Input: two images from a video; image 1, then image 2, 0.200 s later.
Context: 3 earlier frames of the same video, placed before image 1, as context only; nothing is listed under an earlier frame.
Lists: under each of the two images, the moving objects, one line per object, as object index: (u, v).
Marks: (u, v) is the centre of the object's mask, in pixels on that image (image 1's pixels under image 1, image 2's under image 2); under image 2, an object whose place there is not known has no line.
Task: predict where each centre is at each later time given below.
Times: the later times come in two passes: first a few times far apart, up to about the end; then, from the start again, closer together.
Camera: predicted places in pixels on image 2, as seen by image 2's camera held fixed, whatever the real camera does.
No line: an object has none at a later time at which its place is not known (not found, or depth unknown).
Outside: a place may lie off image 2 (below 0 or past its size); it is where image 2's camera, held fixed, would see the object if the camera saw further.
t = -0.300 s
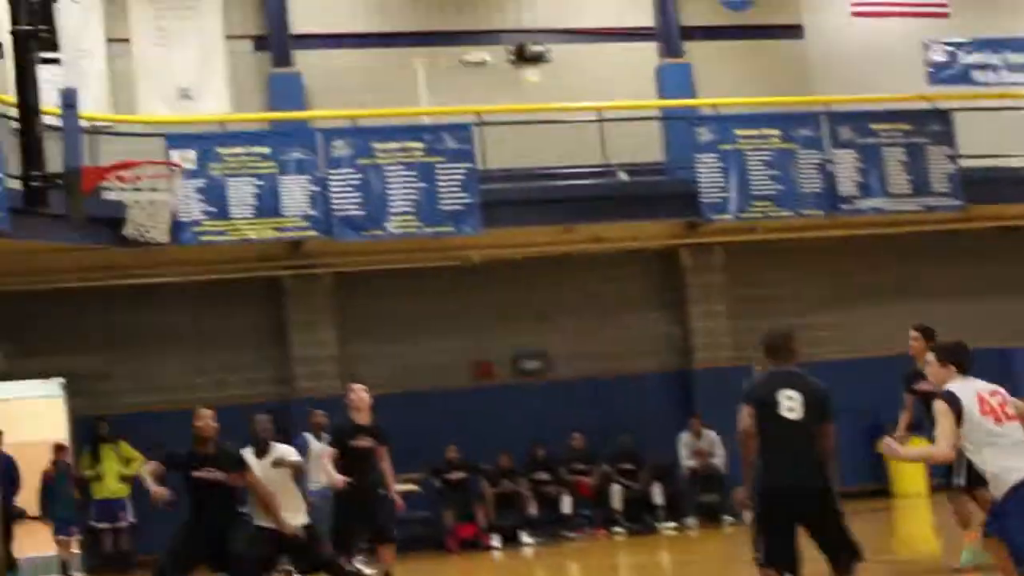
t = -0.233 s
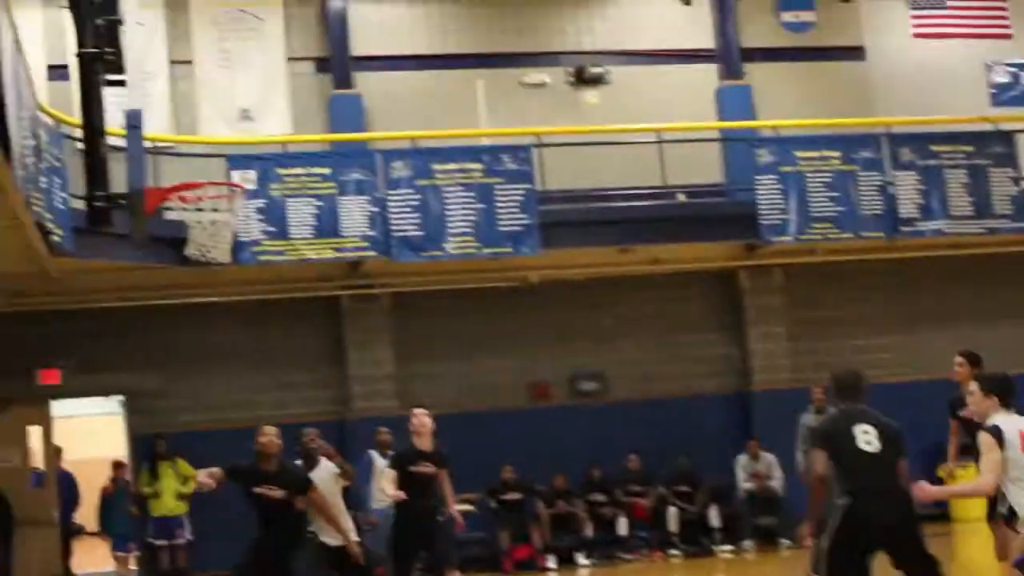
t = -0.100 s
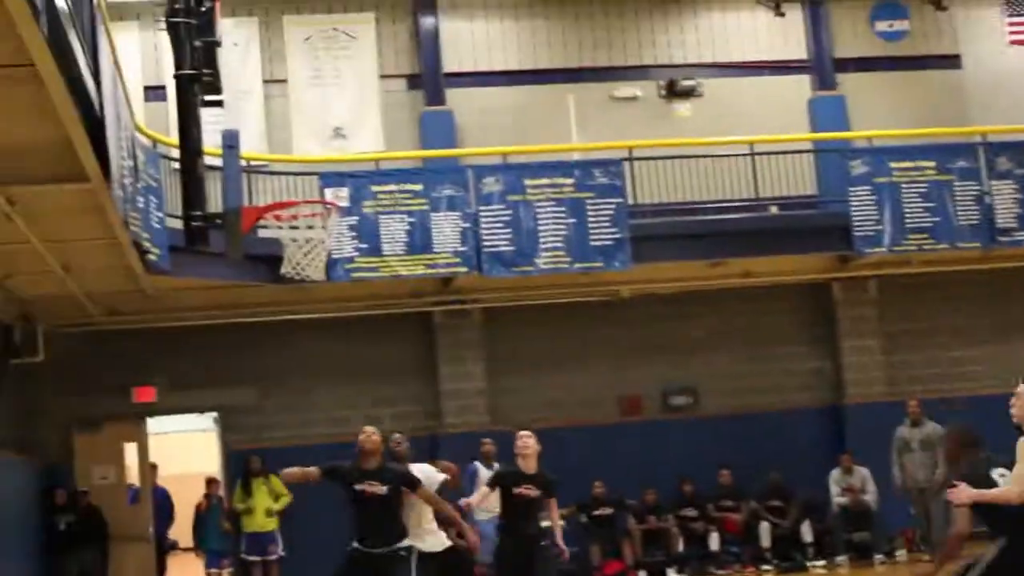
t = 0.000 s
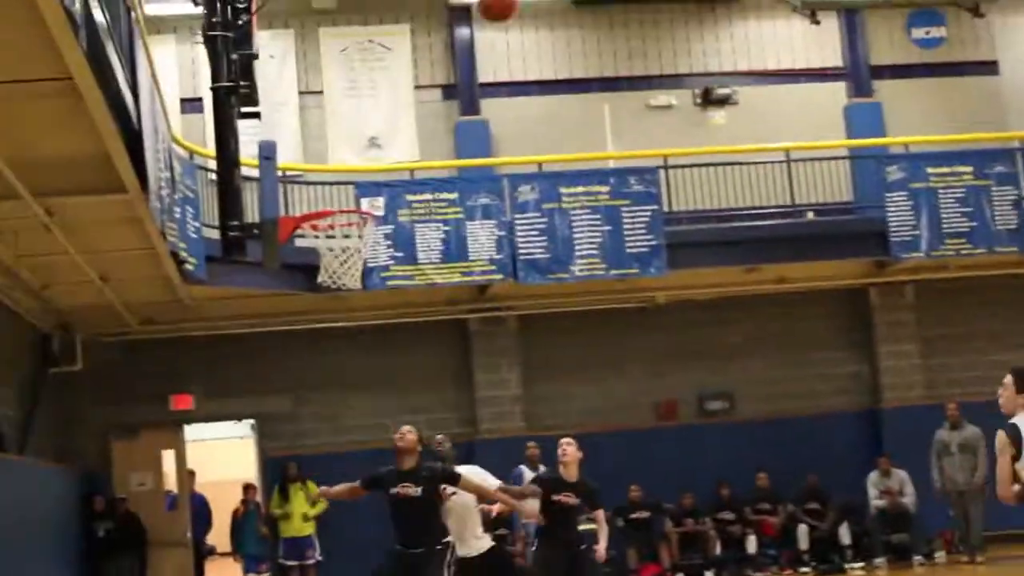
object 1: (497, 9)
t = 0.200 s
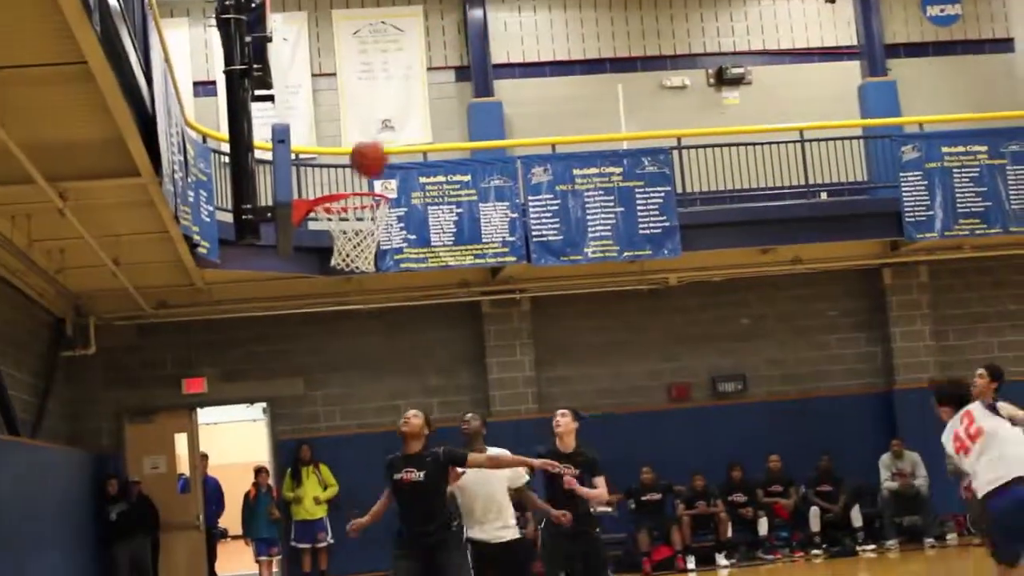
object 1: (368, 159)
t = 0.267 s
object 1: (337, 206)
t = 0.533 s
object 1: (382, 237)
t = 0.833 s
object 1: (361, 276)
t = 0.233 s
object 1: (351, 184)
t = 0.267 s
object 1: (337, 206)
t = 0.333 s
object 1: (342, 226)
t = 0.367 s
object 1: (352, 232)
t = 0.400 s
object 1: (362, 238)
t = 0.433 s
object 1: (370, 241)
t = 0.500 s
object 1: (379, 238)
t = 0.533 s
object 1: (382, 237)
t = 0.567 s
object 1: (383, 235)
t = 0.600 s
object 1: (384, 235)
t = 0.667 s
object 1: (381, 241)
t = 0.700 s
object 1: (378, 245)
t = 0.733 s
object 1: (373, 250)
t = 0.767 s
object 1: (370, 259)
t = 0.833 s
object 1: (361, 276)
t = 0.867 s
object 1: (358, 289)
